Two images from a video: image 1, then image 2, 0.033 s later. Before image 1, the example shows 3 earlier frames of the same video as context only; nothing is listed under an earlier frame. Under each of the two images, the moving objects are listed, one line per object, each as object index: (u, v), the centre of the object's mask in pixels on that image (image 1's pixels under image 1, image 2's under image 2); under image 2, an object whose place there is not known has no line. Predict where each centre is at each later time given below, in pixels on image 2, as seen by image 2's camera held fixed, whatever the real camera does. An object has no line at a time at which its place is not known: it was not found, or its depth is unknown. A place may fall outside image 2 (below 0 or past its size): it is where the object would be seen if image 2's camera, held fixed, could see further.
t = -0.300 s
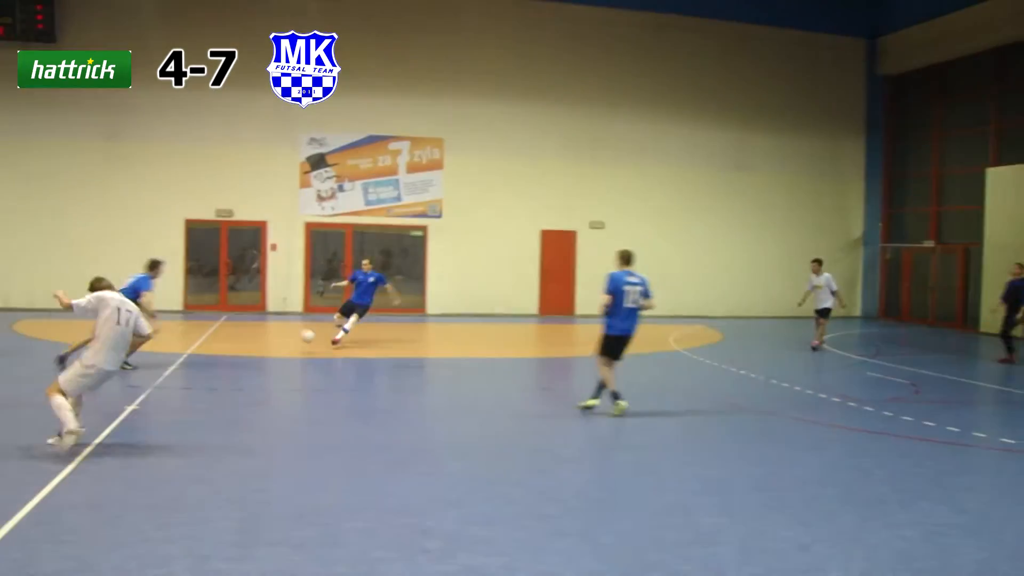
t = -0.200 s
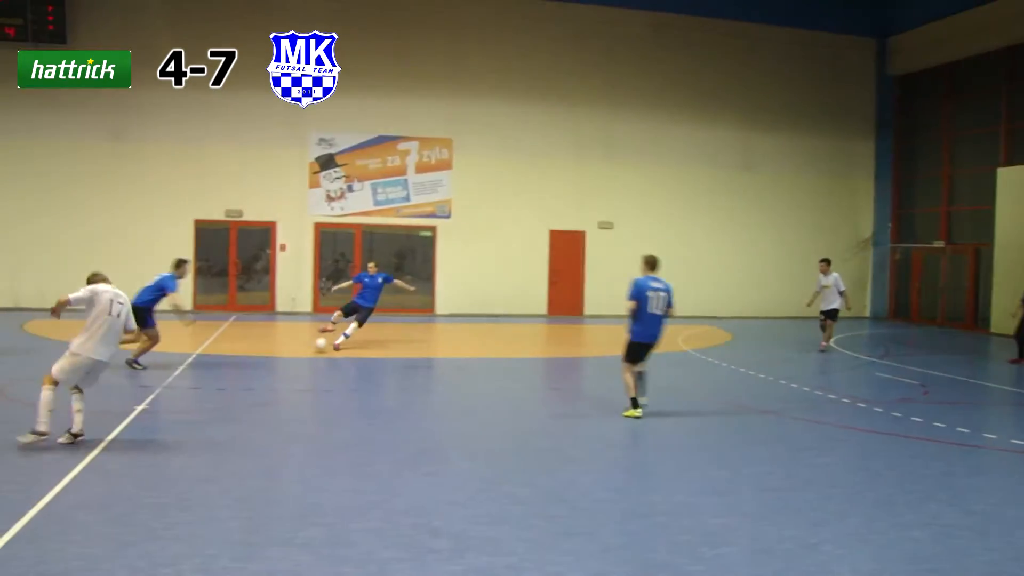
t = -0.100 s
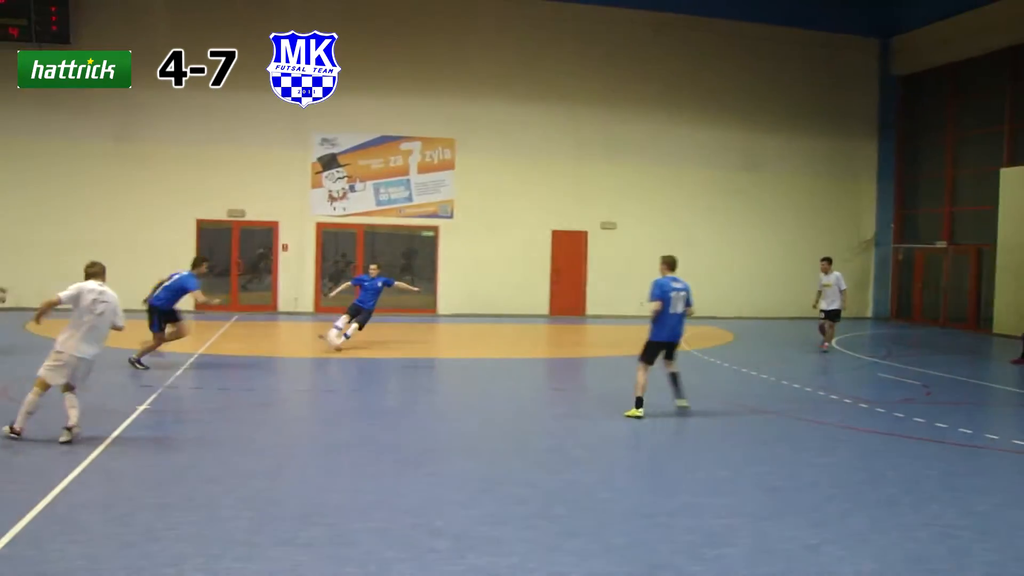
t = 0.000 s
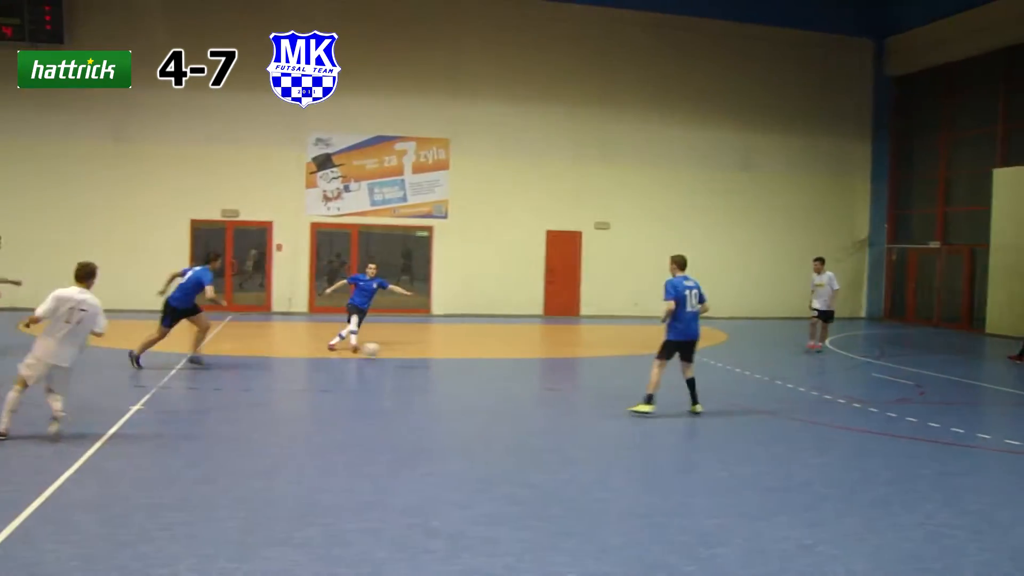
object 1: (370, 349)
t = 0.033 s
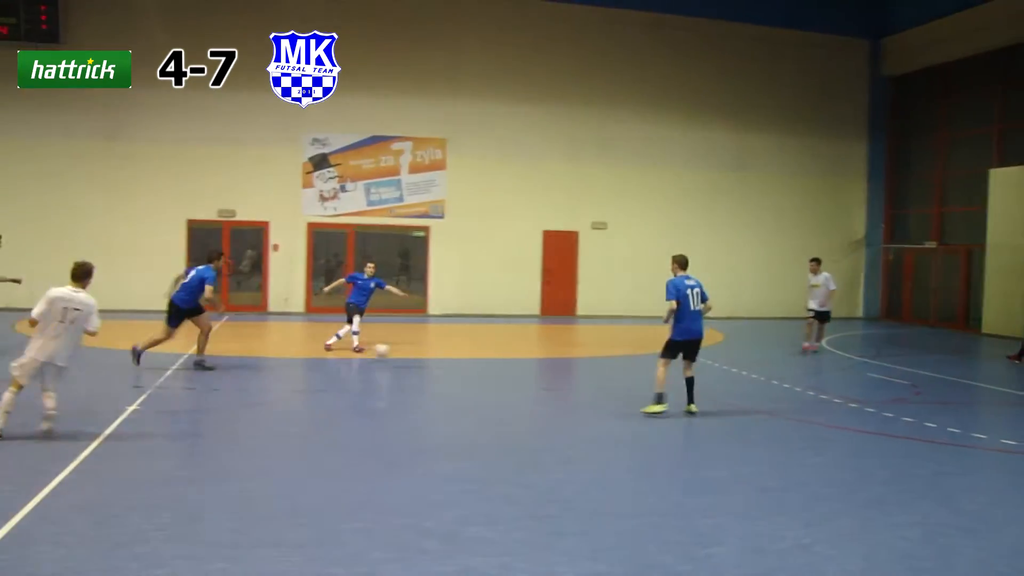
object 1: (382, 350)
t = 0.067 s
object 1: (396, 351)
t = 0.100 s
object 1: (410, 354)
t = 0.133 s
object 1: (426, 358)
